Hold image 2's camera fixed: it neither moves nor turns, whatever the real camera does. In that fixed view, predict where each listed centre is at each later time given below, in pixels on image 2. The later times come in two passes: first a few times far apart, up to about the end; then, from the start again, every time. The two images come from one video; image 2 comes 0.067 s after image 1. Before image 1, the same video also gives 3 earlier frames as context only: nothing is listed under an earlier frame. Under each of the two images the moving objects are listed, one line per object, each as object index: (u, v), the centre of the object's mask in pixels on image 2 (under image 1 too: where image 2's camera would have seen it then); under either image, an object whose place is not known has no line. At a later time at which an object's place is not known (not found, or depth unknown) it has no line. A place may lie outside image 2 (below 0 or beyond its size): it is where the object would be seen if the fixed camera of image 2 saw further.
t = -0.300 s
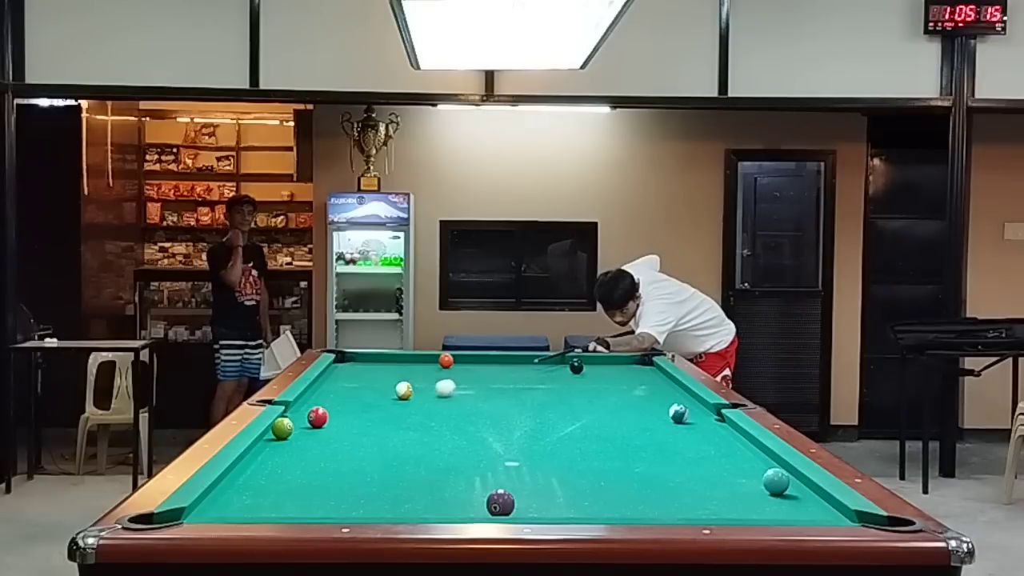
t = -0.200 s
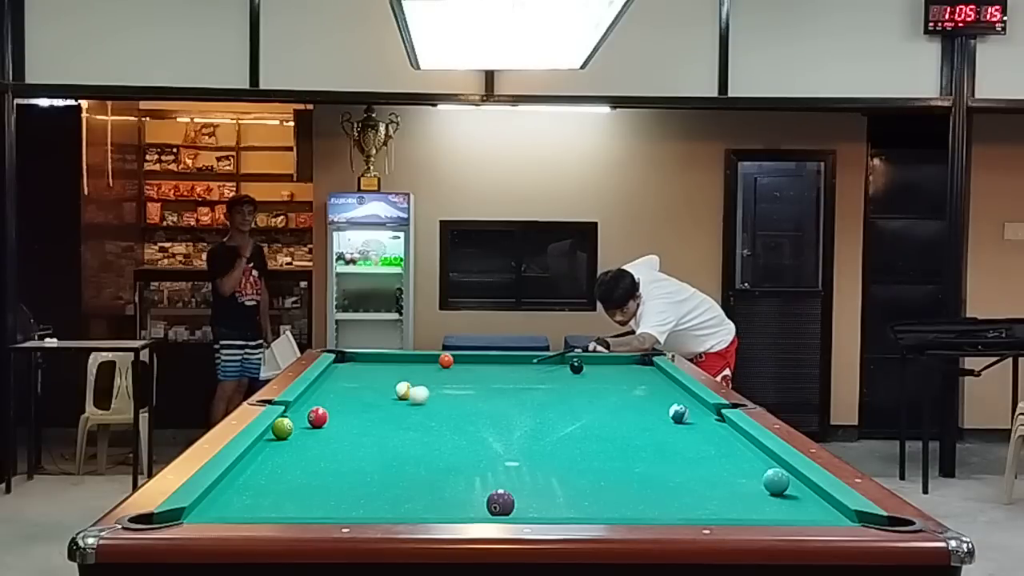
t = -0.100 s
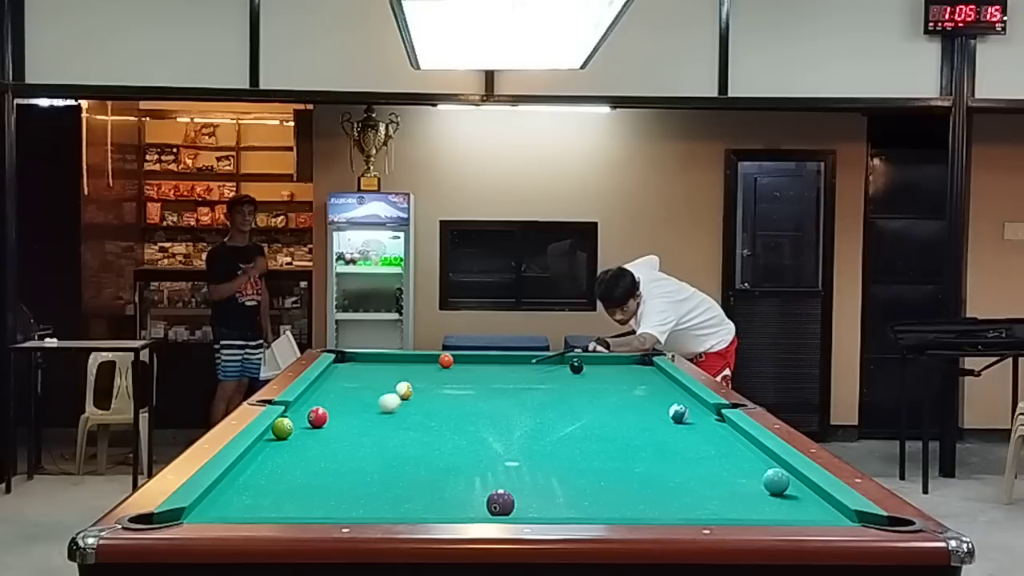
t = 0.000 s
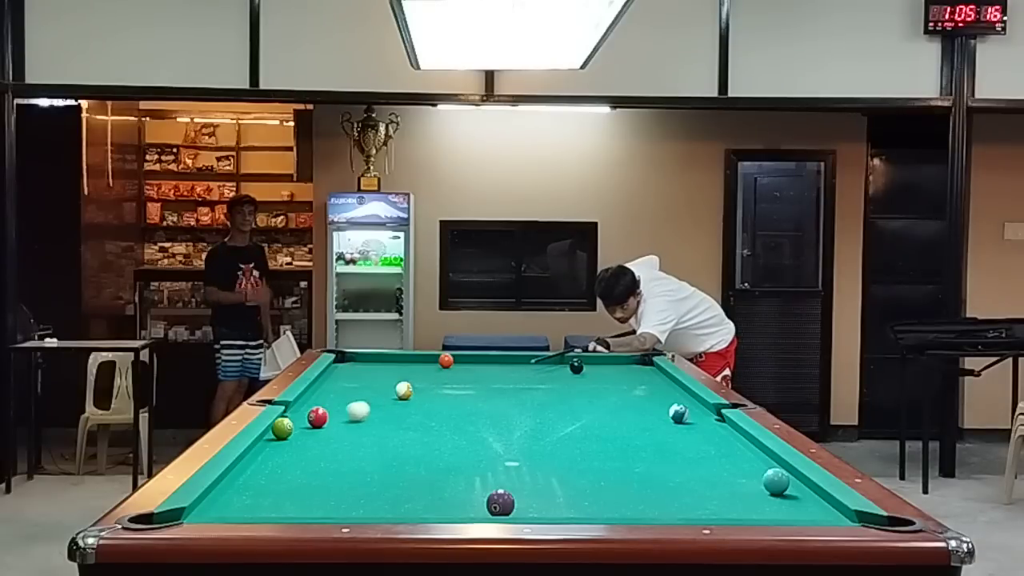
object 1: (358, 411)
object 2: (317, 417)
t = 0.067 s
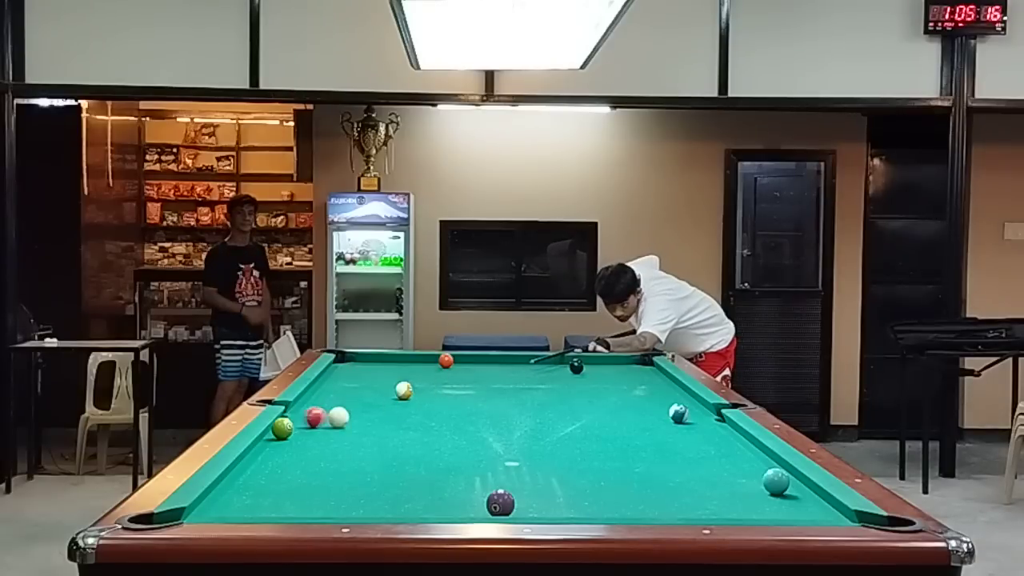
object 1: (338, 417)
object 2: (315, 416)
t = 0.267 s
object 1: (331, 435)
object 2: (306, 419)
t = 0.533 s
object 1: (310, 463)
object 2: (348, 421)
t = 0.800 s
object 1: (284, 499)
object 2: (388, 423)
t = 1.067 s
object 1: (293, 502)
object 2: (426, 426)
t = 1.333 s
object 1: (325, 481)
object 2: (463, 428)
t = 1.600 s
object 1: (351, 463)
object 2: (499, 430)
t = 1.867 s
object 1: (373, 447)
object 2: (533, 432)
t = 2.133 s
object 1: (392, 434)
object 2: (565, 433)
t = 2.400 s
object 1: (409, 423)
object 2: (595, 435)
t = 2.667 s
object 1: (423, 413)
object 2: (622, 437)
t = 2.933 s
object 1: (435, 405)
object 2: (648, 439)
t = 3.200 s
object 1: (446, 397)
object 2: (671, 440)
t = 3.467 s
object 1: (456, 391)
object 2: (692, 442)
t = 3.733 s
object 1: (464, 385)
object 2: (710, 443)
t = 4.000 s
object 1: (472, 380)
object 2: (727, 444)
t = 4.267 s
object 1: (479, 376)
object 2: (741, 446)
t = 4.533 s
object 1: (485, 372)
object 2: (752, 446)
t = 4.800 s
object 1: (491, 368)
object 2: (750, 446)
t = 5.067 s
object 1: (496, 365)
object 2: (748, 446)
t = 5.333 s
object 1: (500, 362)
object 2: (747, 446)
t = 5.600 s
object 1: (505, 359)
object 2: (747, 445)
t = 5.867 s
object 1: (508, 358)
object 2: (747, 445)
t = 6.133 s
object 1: (511, 359)
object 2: (746, 445)
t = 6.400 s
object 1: (513, 360)
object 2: (746, 446)
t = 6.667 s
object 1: (515, 361)
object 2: (747, 445)
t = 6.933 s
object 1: (517, 361)
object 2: (746, 445)
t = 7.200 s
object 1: (519, 362)
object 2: (746, 445)
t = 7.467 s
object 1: (519, 362)
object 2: (746, 445)
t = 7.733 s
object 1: (520, 363)
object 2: (746, 446)
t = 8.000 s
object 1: (519, 363)
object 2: (747, 445)
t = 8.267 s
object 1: (520, 363)
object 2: (747, 445)
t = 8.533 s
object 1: (519, 363)
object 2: (746, 446)
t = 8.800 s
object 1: (520, 362)
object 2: (746, 446)
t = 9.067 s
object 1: (519, 363)
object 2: (746, 445)
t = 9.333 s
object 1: (520, 362)
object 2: (746, 445)
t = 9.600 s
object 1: (520, 362)
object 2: (746, 446)
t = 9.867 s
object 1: (519, 362)
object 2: (746, 446)
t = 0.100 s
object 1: (339, 420)
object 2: (303, 417)
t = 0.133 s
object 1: (338, 423)
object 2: (293, 416)
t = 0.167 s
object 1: (337, 425)
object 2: (291, 416)
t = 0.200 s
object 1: (335, 429)
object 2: (297, 417)
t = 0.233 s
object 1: (333, 432)
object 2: (301, 419)
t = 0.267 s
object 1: (331, 435)
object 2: (306, 419)
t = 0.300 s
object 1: (328, 438)
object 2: (311, 420)
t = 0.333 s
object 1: (326, 441)
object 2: (317, 420)
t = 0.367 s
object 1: (323, 445)
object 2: (322, 420)
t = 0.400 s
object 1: (321, 448)
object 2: (327, 420)
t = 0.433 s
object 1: (318, 452)
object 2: (332, 421)
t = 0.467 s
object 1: (316, 456)
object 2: (337, 421)
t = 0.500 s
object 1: (313, 459)
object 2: (342, 421)
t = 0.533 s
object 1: (310, 463)
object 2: (348, 421)
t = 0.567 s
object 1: (307, 467)
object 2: (353, 422)
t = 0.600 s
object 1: (304, 471)
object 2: (358, 422)
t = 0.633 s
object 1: (301, 476)
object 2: (363, 422)
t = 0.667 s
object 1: (298, 480)
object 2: (368, 423)
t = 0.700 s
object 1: (295, 485)
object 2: (373, 423)
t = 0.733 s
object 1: (291, 490)
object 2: (378, 423)
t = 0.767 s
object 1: (288, 494)
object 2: (383, 424)
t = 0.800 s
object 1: (284, 499)
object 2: (388, 423)
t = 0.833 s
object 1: (281, 503)
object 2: (393, 424)
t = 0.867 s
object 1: (277, 506)
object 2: (398, 424)
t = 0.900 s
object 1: (273, 509)
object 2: (403, 424)
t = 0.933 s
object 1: (274, 510)
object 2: (407, 425)
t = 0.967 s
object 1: (279, 508)
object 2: (412, 425)
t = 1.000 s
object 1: (284, 506)
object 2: (417, 425)
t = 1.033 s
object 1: (288, 504)
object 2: (422, 426)
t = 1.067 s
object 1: (293, 502)
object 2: (426, 426)
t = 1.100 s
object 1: (297, 500)
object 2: (432, 426)
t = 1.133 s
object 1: (301, 497)
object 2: (436, 427)
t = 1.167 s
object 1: (306, 494)
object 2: (441, 427)
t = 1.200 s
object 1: (309, 491)
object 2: (445, 427)
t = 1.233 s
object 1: (313, 488)
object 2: (450, 427)
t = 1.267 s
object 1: (317, 486)
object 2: (455, 427)
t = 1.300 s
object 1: (321, 483)
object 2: (459, 428)
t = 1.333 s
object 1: (325, 481)
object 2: (463, 428)
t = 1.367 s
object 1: (328, 478)
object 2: (468, 428)
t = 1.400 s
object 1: (332, 476)
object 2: (472, 429)
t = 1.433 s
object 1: (335, 473)
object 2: (477, 428)
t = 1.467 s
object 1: (338, 471)
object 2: (482, 429)
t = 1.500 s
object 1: (342, 469)
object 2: (486, 429)
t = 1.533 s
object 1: (345, 467)
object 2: (490, 429)
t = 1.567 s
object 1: (348, 465)
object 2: (495, 430)
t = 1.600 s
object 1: (351, 463)
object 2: (499, 430)
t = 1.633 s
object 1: (354, 460)
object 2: (503, 430)
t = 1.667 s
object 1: (357, 458)
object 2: (507, 430)
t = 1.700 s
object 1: (360, 456)
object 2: (512, 430)
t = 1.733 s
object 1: (362, 454)
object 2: (516, 430)
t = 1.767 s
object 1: (365, 453)
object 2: (520, 431)
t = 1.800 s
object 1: (368, 451)
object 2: (524, 431)
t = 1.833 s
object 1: (370, 449)
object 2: (528, 432)
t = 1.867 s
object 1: (373, 447)
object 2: (533, 432)
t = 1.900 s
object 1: (376, 445)
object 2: (537, 432)
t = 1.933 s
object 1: (378, 444)
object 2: (541, 432)
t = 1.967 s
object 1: (381, 442)
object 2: (545, 433)
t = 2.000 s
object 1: (383, 440)
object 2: (549, 433)
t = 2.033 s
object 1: (385, 439)
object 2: (553, 433)
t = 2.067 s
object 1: (388, 437)
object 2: (557, 433)
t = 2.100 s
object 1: (390, 436)
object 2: (561, 433)
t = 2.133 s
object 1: (392, 434)
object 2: (565, 433)
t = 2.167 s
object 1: (394, 433)
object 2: (569, 434)
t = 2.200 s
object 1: (397, 431)
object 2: (572, 434)
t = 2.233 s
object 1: (399, 430)
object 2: (576, 434)
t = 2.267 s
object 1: (401, 428)
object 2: (580, 435)
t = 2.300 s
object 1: (403, 427)
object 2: (584, 435)
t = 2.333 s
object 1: (405, 426)
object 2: (587, 435)
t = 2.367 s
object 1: (407, 424)
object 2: (591, 435)
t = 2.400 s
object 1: (409, 423)
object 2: (595, 435)
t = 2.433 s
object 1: (410, 422)
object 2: (598, 435)
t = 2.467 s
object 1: (412, 420)
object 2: (602, 436)
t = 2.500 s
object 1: (414, 419)
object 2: (605, 436)
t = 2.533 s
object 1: (416, 418)
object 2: (609, 436)
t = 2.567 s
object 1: (418, 417)
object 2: (612, 437)
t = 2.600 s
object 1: (419, 416)
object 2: (616, 437)
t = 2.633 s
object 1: (421, 414)
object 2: (619, 437)
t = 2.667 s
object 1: (423, 413)
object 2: (622, 437)
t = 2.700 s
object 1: (424, 412)
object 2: (626, 437)
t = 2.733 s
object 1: (426, 411)
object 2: (629, 437)
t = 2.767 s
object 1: (427, 410)
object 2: (632, 437)
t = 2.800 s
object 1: (429, 409)
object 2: (635, 438)
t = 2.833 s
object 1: (431, 408)
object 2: (639, 438)
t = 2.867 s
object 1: (432, 407)
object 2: (642, 438)
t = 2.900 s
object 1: (433, 406)
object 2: (645, 438)
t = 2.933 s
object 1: (435, 405)
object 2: (648, 439)
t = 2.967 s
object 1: (436, 404)
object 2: (651, 439)
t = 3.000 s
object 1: (438, 403)
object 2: (654, 439)
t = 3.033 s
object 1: (439, 402)
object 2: (657, 439)
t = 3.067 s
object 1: (441, 401)
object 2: (660, 439)
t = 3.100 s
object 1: (442, 400)
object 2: (663, 439)
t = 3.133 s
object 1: (443, 399)
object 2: (666, 439)
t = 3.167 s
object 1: (445, 398)
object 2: (668, 440)
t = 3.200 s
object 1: (446, 397)
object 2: (671, 440)
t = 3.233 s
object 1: (447, 397)
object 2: (674, 440)
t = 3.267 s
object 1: (449, 396)
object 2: (677, 440)
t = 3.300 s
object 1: (449, 395)
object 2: (679, 440)
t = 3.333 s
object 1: (451, 394)
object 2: (682, 441)
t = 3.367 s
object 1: (452, 393)
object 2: (685, 441)
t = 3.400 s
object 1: (453, 392)
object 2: (687, 441)
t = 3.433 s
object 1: (454, 392)
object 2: (690, 442)
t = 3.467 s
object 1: (456, 391)
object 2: (692, 442)
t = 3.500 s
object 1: (457, 390)
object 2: (695, 442)
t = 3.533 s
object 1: (458, 390)
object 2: (697, 442)
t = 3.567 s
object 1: (459, 389)
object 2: (699, 443)
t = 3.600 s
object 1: (460, 388)
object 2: (701, 443)
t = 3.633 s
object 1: (461, 387)
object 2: (704, 443)
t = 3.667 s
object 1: (462, 387)
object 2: (706, 443)
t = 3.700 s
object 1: (463, 386)
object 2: (708, 443)
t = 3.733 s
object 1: (464, 385)
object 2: (710, 443)
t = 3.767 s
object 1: (465, 385)
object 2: (713, 443)
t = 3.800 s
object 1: (466, 384)
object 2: (715, 444)
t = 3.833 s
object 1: (467, 383)
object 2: (717, 444)
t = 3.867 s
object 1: (468, 383)
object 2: (719, 444)
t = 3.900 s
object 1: (469, 382)
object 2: (721, 444)
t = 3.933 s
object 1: (470, 381)
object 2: (723, 444)
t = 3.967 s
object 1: (471, 381)
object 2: (725, 444)
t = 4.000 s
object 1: (472, 380)
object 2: (727, 444)
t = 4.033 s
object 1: (472, 380)
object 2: (729, 445)
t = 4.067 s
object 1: (473, 379)
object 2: (730, 445)
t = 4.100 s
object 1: (474, 378)
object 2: (732, 445)
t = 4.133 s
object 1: (475, 378)
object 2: (734, 445)
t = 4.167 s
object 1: (476, 377)
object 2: (736, 446)
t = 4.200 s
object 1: (477, 377)
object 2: (737, 446)
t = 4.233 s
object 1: (478, 376)
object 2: (739, 446)
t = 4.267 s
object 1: (479, 376)
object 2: (741, 446)
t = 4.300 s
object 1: (479, 375)
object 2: (742, 446)
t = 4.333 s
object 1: (480, 375)
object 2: (744, 446)
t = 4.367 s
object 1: (481, 374)
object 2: (745, 446)
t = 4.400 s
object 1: (482, 374)
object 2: (747, 446)
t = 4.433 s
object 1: (482, 373)
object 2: (748, 446)
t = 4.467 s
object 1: (483, 373)
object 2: (750, 446)
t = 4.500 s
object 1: (484, 372)
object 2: (751, 446)
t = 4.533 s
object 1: (485, 372)
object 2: (752, 446)
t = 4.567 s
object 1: (486, 371)
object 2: (753, 447)
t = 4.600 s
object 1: (486, 371)
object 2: (753, 446)
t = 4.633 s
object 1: (487, 370)
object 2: (753, 446)
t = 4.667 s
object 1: (488, 370)
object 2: (752, 446)
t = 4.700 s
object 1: (489, 369)
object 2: (752, 446)
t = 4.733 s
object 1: (489, 369)
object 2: (751, 446)
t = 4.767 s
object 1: (490, 368)
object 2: (751, 446)
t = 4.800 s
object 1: (491, 368)
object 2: (750, 446)
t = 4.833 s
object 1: (491, 367)
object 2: (749, 447)
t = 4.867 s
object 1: (492, 367)
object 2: (749, 446)
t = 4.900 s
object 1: (493, 367)
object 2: (749, 446)
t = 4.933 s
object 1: (493, 366)
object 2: (749, 446)
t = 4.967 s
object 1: (494, 366)
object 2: (748, 446)
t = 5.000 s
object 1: (495, 365)
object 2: (748, 446)
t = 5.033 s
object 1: (495, 365)
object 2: (748, 446)
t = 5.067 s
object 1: (496, 365)
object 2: (748, 446)
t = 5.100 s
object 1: (496, 364)
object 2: (747, 446)
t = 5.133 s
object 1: (497, 364)
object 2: (747, 446)
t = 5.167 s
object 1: (498, 364)
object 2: (747, 446)
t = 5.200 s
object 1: (498, 363)
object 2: (747, 446)
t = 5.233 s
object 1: (499, 363)
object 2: (747, 446)
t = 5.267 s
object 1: (499, 363)
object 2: (746, 446)
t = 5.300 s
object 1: (500, 362)
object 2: (746, 446)
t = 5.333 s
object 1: (500, 362)
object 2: (747, 446)
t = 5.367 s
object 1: (501, 361)
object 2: (747, 446)
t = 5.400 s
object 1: (502, 361)
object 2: (747, 445)
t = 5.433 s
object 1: (502, 361)
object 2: (747, 445)
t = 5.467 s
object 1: (503, 361)
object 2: (746, 446)
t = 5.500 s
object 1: (503, 360)
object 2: (747, 445)
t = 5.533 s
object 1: (504, 360)
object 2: (747, 445)
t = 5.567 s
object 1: (504, 360)
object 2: (747, 445)
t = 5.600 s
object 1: (505, 359)
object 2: (747, 445)
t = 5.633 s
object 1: (505, 359)
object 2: (746, 446)
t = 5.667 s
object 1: (506, 359)
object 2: (747, 445)
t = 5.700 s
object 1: (506, 358)
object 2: (747, 445)
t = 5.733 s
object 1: (507, 358)
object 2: (747, 445)
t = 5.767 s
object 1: (507, 358)
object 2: (747, 445)
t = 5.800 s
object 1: (507, 358)
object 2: (746, 445)
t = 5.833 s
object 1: (508, 357)
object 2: (746, 445)
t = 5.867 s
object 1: (508, 358)
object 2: (747, 445)
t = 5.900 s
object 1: (509, 358)
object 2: (746, 445)
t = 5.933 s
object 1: (509, 358)
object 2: (747, 445)
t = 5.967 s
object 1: (509, 358)
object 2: (746, 446)
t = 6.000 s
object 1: (510, 358)
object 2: (746, 445)
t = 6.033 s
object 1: (510, 358)
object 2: (746, 445)
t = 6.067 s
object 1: (510, 358)
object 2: (747, 445)
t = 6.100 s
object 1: (510, 359)
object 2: (746, 445)
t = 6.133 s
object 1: (511, 359)
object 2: (746, 445)
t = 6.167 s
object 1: (511, 359)
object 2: (746, 446)
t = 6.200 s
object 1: (511, 359)
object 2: (746, 445)
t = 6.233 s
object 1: (512, 359)
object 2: (746, 445)
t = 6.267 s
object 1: (512, 359)
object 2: (746, 445)
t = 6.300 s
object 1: (512, 359)
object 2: (746, 446)
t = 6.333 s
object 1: (513, 359)
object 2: (747, 445)
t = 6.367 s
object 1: (513, 359)
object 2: (747, 445)
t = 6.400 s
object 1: (513, 360)
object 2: (746, 446)
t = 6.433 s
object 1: (514, 360)
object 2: (746, 445)
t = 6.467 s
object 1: (514, 360)
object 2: (746, 446)
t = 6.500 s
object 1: (514, 360)
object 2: (747, 445)
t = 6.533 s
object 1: (514, 360)
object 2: (746, 446)
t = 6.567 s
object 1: (514, 360)
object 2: (746, 446)
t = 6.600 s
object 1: (515, 360)
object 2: (747, 445)
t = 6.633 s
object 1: (515, 361)
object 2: (746, 446)
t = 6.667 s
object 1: (515, 361)
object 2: (747, 445)
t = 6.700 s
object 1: (515, 361)
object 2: (746, 446)
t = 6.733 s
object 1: (516, 361)
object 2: (746, 446)
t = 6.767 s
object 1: (516, 361)
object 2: (747, 445)
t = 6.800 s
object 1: (516, 361)
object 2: (746, 446)
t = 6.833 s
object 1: (516, 361)
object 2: (746, 445)
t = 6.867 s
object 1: (517, 361)
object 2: (747, 445)
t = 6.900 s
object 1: (517, 361)
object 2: (746, 445)
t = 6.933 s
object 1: (517, 361)
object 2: (746, 445)
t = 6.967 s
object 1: (517, 361)
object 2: (746, 446)
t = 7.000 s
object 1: (518, 362)
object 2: (747, 445)
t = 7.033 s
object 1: (518, 362)
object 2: (747, 445)
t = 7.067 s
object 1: (518, 362)
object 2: (747, 445)
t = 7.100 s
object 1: (518, 362)
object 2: (747, 445)
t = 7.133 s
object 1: (518, 362)
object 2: (746, 445)
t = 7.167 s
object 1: (519, 362)
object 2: (747, 445)
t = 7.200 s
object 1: (519, 362)
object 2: (746, 445)
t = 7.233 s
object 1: (519, 362)
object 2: (746, 445)
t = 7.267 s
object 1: (519, 362)
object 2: (747, 445)
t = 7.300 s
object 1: (519, 362)
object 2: (746, 445)
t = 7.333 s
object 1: (519, 362)
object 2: (746, 445)
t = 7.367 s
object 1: (519, 362)
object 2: (746, 445)
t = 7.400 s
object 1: (519, 362)
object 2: (747, 445)
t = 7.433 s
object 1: (519, 362)
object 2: (746, 445)
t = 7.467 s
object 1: (519, 362)
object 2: (746, 445)
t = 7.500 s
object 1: (519, 362)
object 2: (747, 445)
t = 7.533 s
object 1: (520, 362)
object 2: (746, 446)
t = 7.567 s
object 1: (520, 363)
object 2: (746, 445)
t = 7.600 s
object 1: (520, 363)
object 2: (747, 445)
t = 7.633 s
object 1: (520, 363)
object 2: (746, 446)
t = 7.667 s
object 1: (519, 363)
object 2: (747, 445)
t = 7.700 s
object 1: (520, 363)
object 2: (746, 446)
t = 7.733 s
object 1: (520, 363)
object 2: (746, 446)
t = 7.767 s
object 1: (520, 363)
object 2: (747, 445)
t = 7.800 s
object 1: (520, 363)
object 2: (747, 445)
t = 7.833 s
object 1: (520, 363)
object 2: (746, 446)
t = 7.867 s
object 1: (520, 363)
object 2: (746, 445)
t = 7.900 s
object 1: (520, 363)
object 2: (746, 446)
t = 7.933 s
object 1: (519, 363)
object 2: (747, 445)
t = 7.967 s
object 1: (519, 363)
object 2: (747, 445)
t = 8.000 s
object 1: (519, 363)
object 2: (747, 445)
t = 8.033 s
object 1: (519, 363)
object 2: (746, 446)
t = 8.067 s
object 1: (520, 362)
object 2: (746, 446)
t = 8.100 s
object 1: (519, 363)
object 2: (747, 445)
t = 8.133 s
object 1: (519, 363)
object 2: (747, 445)
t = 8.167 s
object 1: (520, 363)
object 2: (747, 445)
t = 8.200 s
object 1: (520, 363)
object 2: (746, 446)
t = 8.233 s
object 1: (519, 363)
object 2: (747, 445)
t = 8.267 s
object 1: (520, 363)
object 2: (747, 445)
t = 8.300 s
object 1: (519, 363)
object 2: (746, 446)
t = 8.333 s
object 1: (519, 363)
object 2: (747, 445)
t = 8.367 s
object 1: (519, 363)
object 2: (746, 446)
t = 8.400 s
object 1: (519, 363)
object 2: (746, 446)
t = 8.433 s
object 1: (519, 363)
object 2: (747, 445)
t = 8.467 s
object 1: (519, 363)
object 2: (746, 446)
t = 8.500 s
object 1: (519, 363)
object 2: (746, 446)
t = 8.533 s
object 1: (519, 363)
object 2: (746, 446)
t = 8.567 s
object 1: (519, 363)
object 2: (747, 445)
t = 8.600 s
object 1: (519, 363)
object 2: (746, 446)
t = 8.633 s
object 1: (519, 363)
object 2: (746, 445)
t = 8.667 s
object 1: (519, 363)
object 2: (747, 445)
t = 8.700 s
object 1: (519, 363)
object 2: (746, 446)
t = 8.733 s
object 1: (519, 363)
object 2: (747, 445)
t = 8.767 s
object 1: (519, 363)
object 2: (747, 445)
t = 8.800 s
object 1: (520, 362)
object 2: (746, 446)
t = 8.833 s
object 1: (519, 362)
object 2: (746, 446)
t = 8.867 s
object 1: (519, 363)
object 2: (747, 445)
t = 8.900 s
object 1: (519, 363)
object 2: (746, 446)
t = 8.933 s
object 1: (519, 363)
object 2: (747, 445)
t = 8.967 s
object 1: (519, 363)
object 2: (746, 446)
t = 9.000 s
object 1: (520, 362)
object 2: (746, 446)
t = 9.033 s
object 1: (520, 363)
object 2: (747, 445)
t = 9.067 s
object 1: (519, 363)
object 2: (746, 445)
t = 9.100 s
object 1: (520, 363)
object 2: (746, 446)
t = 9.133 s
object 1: (520, 363)
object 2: (746, 445)
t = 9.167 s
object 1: (520, 362)
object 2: (746, 445)
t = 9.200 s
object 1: (519, 363)
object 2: (746, 446)
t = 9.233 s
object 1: (520, 362)
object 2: (746, 445)
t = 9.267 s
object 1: (520, 363)
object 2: (747, 445)
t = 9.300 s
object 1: (520, 362)
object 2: (746, 446)
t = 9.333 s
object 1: (520, 362)
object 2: (746, 445)
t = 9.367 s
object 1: (519, 362)
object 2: (746, 446)
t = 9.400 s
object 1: (520, 362)
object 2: (746, 446)
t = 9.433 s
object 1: (520, 362)
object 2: (746, 446)
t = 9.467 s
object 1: (520, 362)
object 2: (746, 446)
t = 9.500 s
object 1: (520, 362)
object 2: (746, 446)
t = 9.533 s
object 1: (520, 362)
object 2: (746, 446)
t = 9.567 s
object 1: (520, 362)
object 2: (746, 446)
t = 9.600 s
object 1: (520, 362)
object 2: (746, 446)
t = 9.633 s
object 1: (519, 363)
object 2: (746, 446)
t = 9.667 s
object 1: (519, 363)
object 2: (746, 446)
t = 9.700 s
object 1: (519, 363)
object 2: (746, 446)
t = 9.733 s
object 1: (519, 363)
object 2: (746, 446)
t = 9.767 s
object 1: (519, 363)
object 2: (746, 446)
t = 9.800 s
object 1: (519, 362)
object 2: (746, 446)
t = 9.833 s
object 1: (519, 363)
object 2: (746, 446)
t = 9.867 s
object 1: (519, 362)
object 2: (746, 446)
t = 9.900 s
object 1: (519, 362)
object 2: (746, 446)
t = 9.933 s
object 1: (519, 362)
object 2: (746, 446)
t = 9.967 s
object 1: (519, 363)
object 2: (746, 446)
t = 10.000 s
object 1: (520, 362)
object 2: (746, 446)
